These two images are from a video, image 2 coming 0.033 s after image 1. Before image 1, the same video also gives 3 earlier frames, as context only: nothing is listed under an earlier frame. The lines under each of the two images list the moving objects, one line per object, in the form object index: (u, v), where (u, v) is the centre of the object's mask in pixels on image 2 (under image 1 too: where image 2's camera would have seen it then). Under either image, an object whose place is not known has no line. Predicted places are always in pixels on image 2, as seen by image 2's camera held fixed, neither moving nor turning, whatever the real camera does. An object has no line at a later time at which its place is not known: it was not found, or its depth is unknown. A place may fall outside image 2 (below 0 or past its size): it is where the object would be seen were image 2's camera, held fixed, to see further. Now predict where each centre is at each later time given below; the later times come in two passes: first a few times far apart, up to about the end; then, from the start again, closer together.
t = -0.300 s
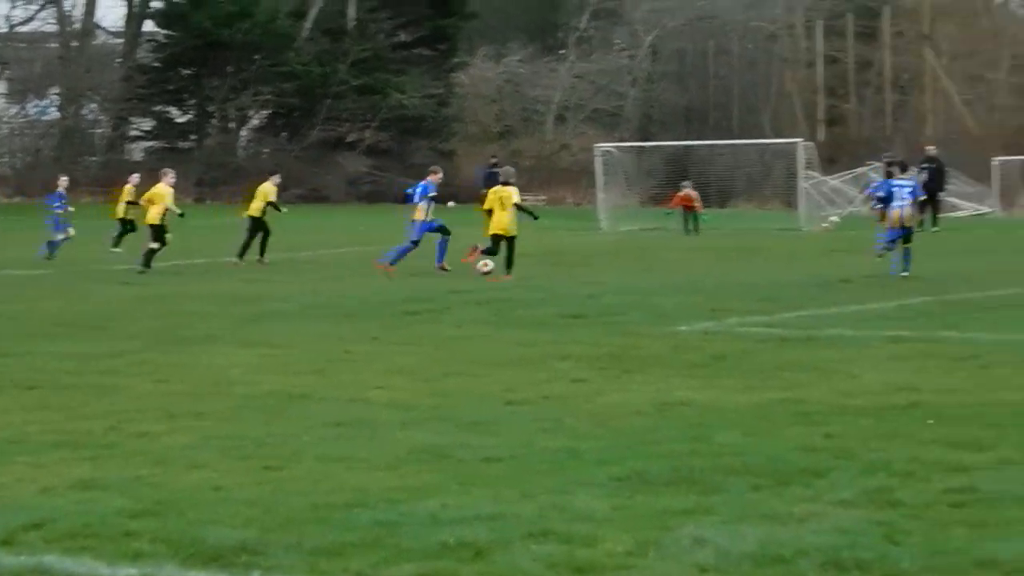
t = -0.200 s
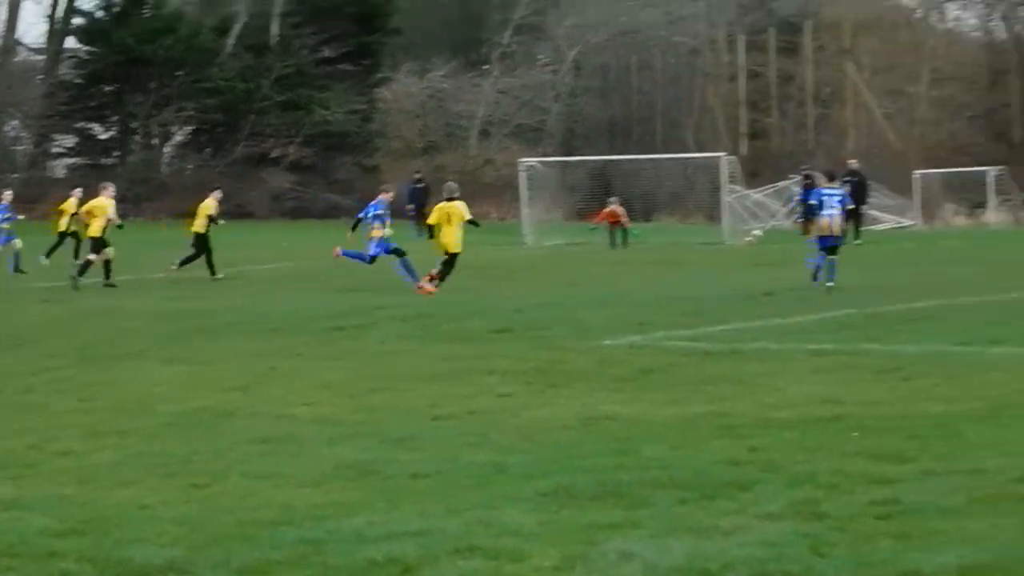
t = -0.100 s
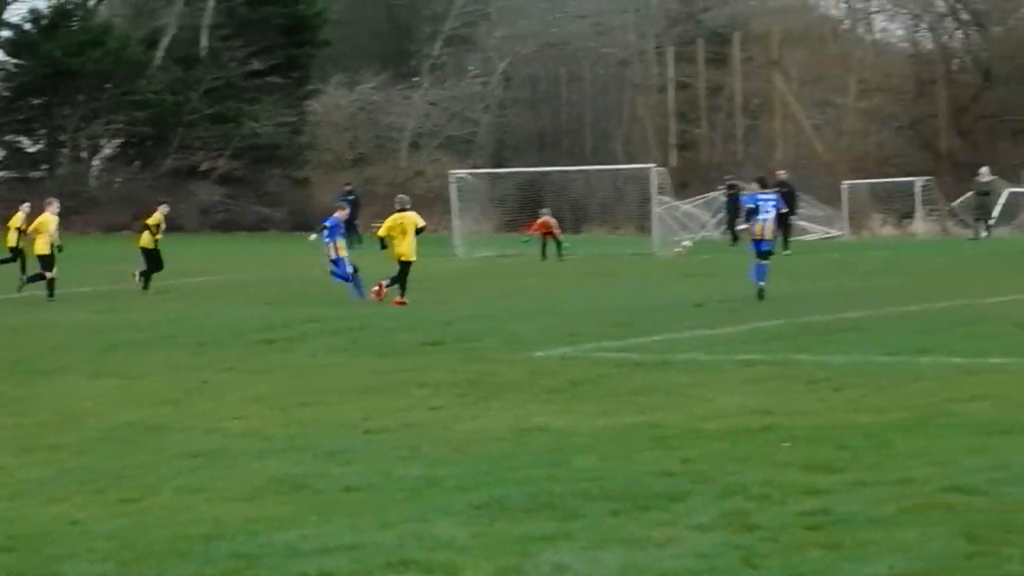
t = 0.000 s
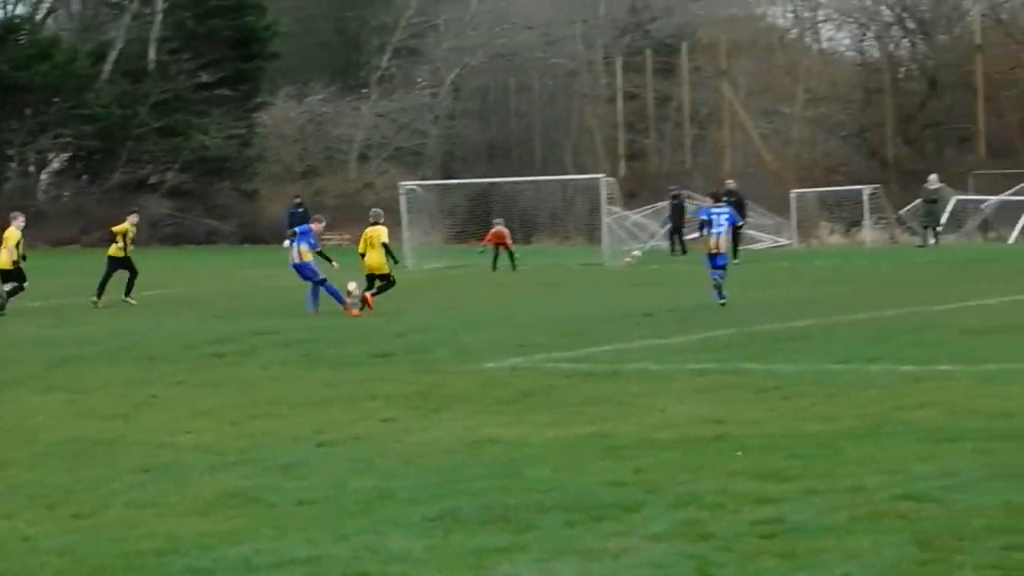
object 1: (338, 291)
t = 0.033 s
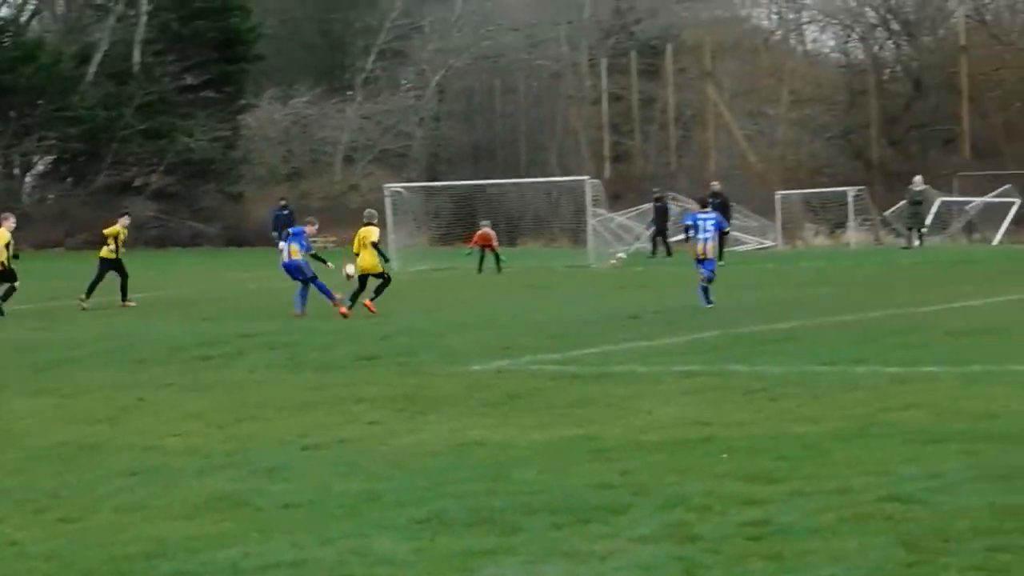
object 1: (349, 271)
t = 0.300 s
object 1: (425, 155)
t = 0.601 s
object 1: (491, 103)
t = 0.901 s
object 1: (541, 106)
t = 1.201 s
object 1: (580, 149)
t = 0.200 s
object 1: (401, 191)
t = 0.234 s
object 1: (408, 176)
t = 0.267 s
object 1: (417, 166)
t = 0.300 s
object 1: (425, 155)
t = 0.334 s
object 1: (434, 146)
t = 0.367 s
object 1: (442, 137)
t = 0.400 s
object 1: (450, 130)
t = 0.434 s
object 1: (457, 124)
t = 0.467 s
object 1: (465, 118)
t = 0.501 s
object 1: (472, 114)
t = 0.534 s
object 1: (478, 109)
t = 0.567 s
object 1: (486, 106)
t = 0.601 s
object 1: (491, 103)
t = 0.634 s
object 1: (498, 101)
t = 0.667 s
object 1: (504, 99)
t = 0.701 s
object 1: (510, 99)
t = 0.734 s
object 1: (515, 99)
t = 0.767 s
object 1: (520, 99)
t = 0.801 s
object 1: (526, 100)
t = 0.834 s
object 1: (531, 101)
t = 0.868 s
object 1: (536, 104)
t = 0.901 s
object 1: (541, 106)
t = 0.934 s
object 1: (546, 109)
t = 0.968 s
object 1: (550, 113)
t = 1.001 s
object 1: (555, 117)
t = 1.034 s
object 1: (559, 122)
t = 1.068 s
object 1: (564, 126)
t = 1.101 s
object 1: (568, 132)
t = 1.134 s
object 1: (572, 136)
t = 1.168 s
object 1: (576, 142)
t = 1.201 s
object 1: (580, 149)
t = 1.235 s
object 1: (583, 156)
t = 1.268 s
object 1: (587, 163)
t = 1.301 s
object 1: (592, 170)
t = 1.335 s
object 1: (595, 177)
